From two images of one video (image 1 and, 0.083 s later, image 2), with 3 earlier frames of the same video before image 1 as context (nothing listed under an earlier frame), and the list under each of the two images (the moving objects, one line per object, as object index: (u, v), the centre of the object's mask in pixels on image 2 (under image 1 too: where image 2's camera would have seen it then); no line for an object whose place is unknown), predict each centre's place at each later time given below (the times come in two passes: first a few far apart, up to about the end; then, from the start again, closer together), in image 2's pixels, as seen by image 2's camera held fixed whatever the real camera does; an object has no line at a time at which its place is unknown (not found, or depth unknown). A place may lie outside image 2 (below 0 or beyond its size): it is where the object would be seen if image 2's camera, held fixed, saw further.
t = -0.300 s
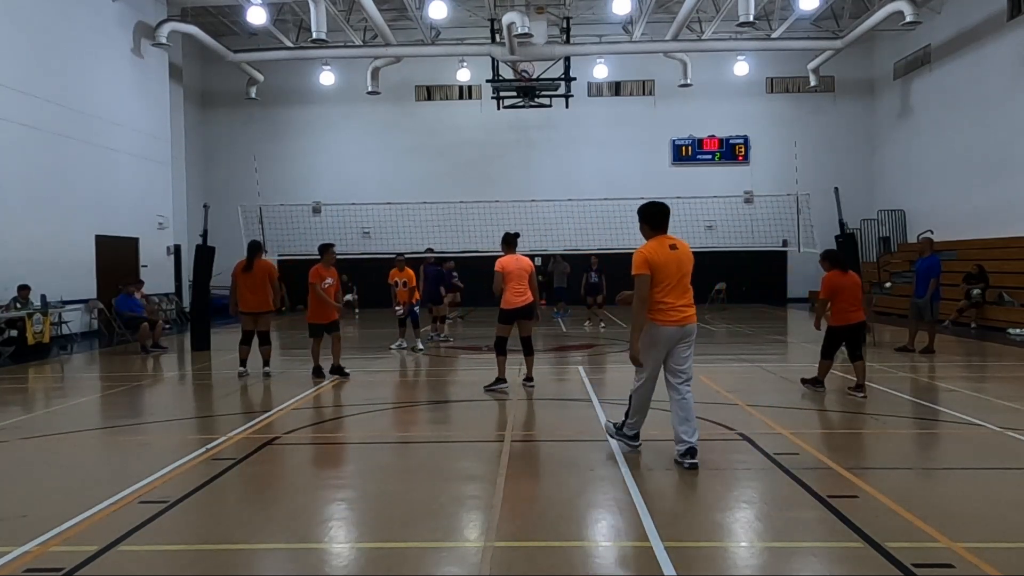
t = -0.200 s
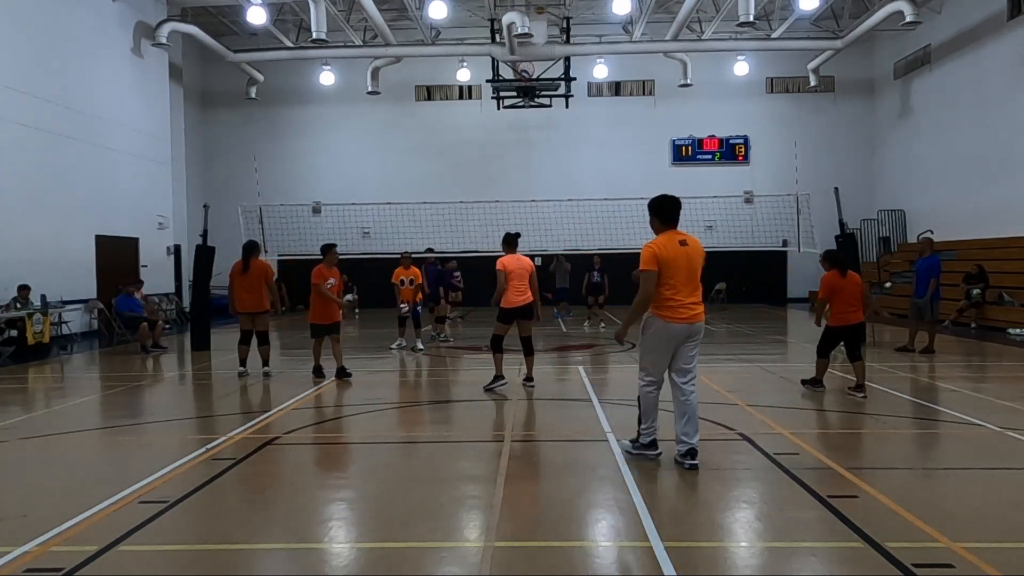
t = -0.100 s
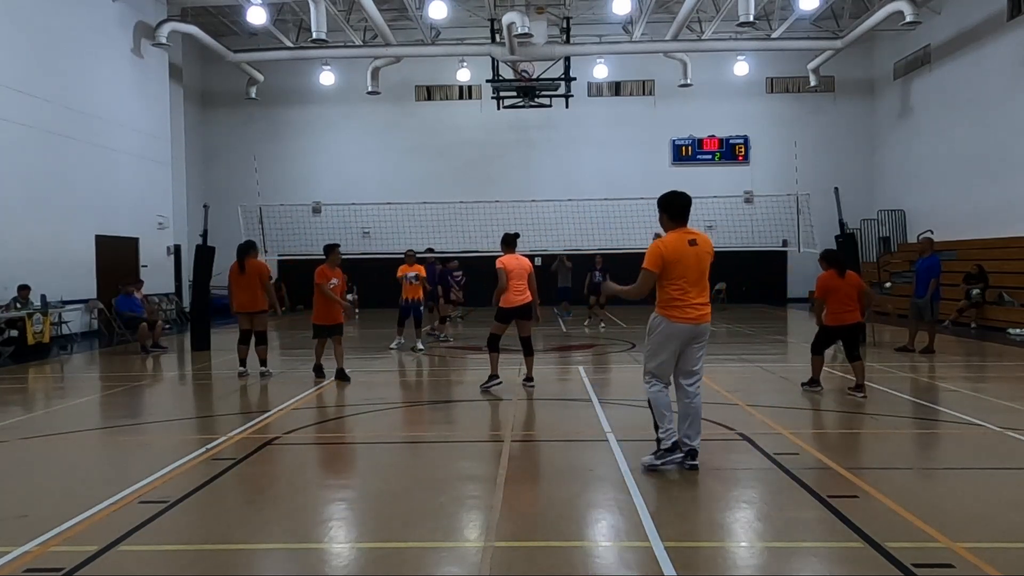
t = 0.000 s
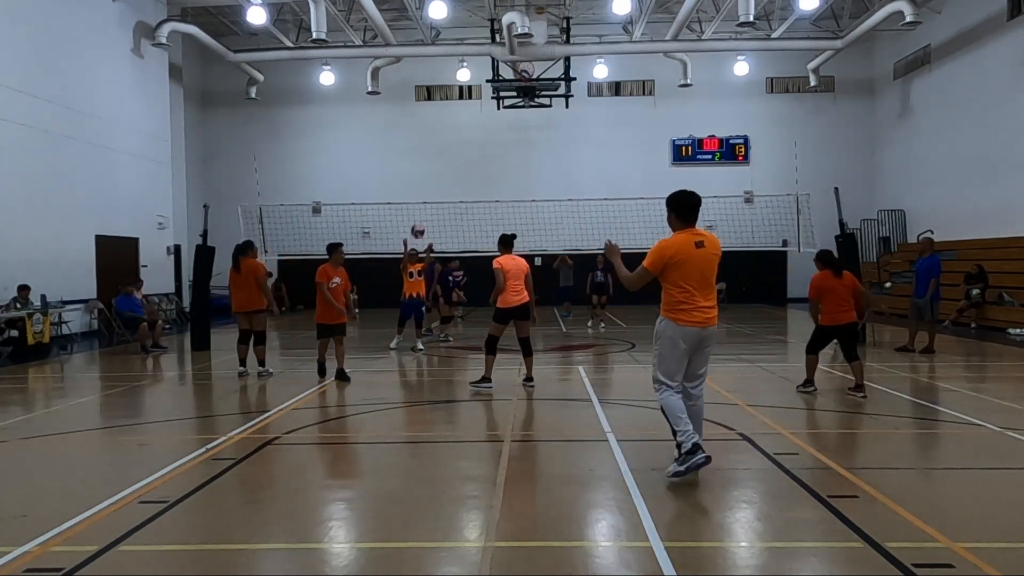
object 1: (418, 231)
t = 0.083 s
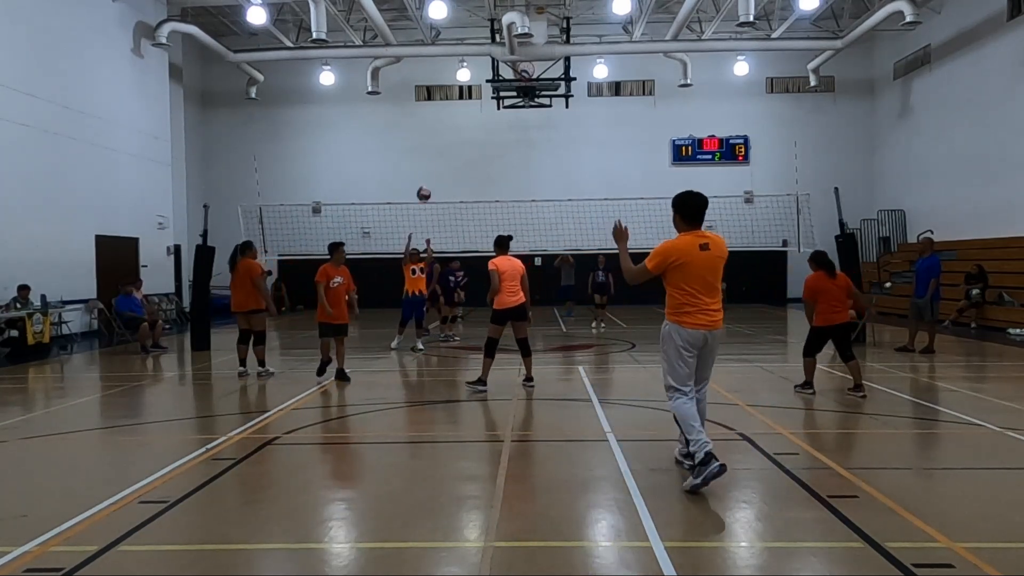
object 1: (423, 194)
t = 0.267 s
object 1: (436, 123)
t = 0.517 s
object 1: (457, 51)
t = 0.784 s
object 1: (485, 25)
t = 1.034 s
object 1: (522, 72)
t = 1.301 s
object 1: (573, 238)
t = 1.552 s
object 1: (631, 423)
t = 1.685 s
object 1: (660, 306)
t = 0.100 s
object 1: (425, 187)
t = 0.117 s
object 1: (426, 180)
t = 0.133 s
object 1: (427, 173)
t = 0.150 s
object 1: (428, 166)
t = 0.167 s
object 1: (429, 159)
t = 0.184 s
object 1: (431, 153)
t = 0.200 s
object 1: (432, 147)
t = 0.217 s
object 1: (433, 141)
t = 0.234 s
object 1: (434, 134)
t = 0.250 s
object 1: (435, 128)
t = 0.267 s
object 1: (436, 123)
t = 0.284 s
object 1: (438, 117)
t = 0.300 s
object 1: (439, 111)
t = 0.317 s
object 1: (440, 104)
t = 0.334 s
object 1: (441, 99)
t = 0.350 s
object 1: (443, 94)
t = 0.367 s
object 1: (445, 90)
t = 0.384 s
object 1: (445, 84)
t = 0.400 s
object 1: (447, 80)
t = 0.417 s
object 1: (448, 75)
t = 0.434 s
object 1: (450, 70)
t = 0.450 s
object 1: (451, 66)
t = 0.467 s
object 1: (453, 62)
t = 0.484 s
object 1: (454, 59)
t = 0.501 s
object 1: (456, 55)
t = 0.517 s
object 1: (457, 51)
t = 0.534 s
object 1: (459, 48)
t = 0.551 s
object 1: (460, 44)
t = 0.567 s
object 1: (462, 42)
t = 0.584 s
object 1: (464, 39)
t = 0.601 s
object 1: (466, 36)
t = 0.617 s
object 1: (467, 34)
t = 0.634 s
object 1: (469, 32)
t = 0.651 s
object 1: (471, 30)
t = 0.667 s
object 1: (473, 28)
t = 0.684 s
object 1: (474, 27)
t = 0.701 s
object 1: (476, 27)
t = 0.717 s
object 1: (477, 26)
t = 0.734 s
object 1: (479, 25)
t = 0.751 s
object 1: (481, 25)
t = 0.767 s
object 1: (483, 25)
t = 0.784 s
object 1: (485, 25)
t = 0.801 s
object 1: (488, 26)
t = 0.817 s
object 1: (490, 27)
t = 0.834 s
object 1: (492, 28)
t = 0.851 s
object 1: (494, 30)
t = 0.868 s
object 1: (496, 32)
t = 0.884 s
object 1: (499, 34)
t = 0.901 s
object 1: (501, 37)
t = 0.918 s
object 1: (503, 40)
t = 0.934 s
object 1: (506, 44)
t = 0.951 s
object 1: (509, 47)
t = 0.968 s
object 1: (511, 52)
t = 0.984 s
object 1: (514, 56)
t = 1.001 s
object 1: (519, 65)
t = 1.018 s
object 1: (520, 68)
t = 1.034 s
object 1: (522, 72)
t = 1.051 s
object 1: (524, 77)
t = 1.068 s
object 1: (527, 85)
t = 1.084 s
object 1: (530, 92)
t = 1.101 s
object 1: (533, 100)
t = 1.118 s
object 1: (536, 108)
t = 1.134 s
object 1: (539, 118)
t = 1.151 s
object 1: (542, 128)
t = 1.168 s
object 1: (545, 138)
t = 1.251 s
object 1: (562, 196)
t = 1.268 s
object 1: (565, 209)
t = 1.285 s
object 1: (569, 223)
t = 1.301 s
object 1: (573, 238)
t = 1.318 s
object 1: (576, 254)
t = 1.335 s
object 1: (580, 269)
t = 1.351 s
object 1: (583, 286)
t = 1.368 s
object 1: (588, 303)
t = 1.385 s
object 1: (591, 322)
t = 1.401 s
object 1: (596, 341)
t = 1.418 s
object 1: (600, 361)
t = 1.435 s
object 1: (604, 382)
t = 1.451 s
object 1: (608, 405)
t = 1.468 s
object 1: (612, 427)
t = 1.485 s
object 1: (618, 450)
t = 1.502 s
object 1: (621, 471)
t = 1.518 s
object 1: (625, 454)
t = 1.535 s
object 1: (628, 439)
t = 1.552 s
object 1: (631, 423)
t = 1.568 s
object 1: (634, 407)
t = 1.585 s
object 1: (638, 392)
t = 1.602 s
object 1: (642, 377)
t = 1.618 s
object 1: (645, 362)
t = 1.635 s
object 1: (650, 348)
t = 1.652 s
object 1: (653, 333)
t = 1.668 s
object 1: (657, 319)
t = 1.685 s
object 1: (660, 306)
